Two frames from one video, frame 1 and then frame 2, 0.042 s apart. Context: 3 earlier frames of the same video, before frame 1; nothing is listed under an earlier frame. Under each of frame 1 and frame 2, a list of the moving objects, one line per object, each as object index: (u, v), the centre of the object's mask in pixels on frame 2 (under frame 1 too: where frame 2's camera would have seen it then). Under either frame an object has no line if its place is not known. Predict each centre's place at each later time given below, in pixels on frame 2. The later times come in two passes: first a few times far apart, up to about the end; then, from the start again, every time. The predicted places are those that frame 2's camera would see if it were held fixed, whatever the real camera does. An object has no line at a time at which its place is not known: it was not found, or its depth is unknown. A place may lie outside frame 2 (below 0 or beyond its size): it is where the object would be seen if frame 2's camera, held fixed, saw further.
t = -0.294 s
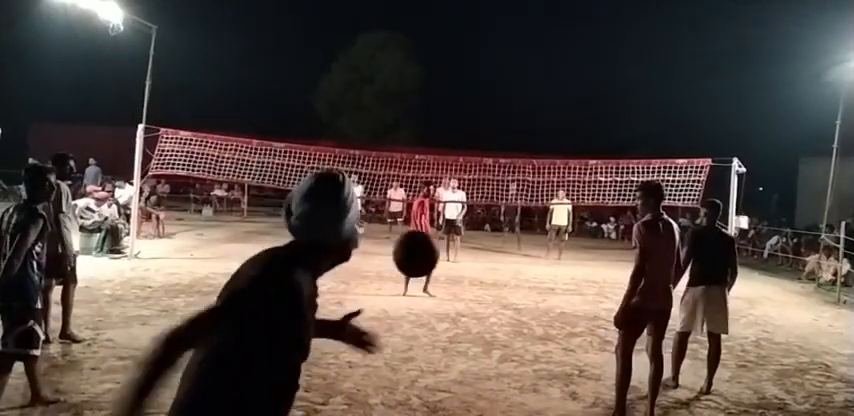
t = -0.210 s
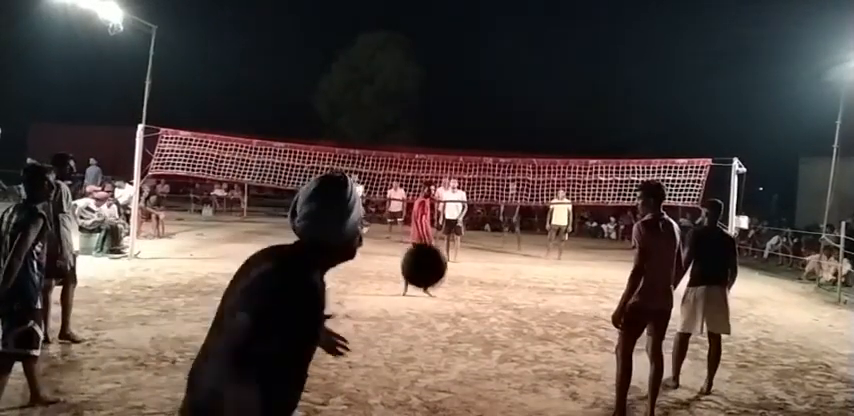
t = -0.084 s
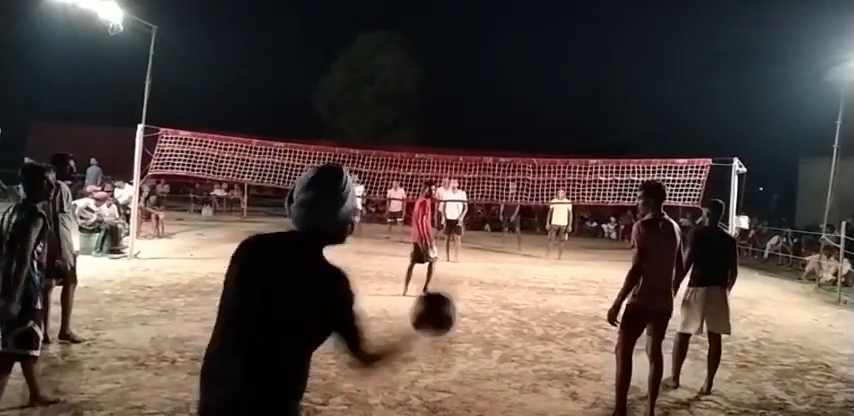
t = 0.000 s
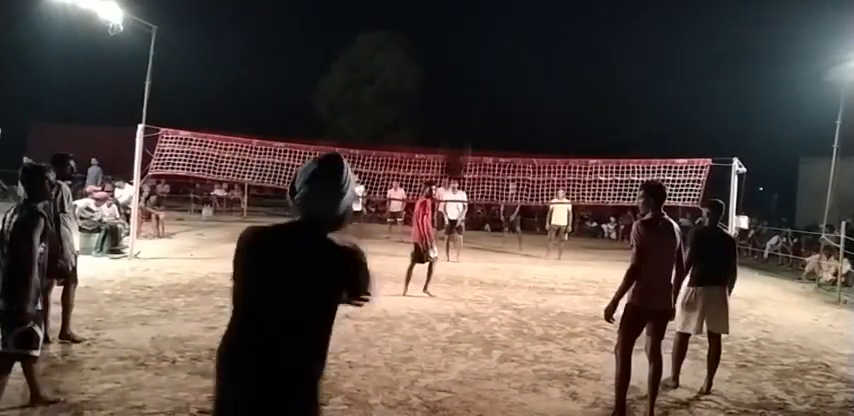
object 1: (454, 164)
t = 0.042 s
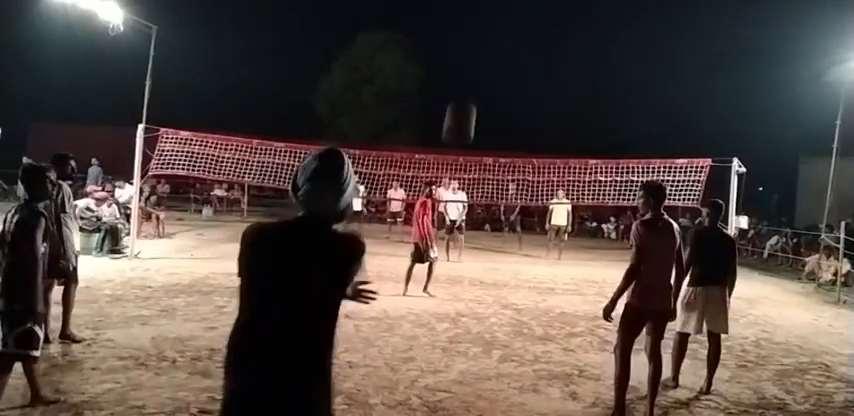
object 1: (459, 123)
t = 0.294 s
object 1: (481, 18)
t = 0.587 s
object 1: (490, 28)
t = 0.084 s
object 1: (465, 90)
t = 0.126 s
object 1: (469, 65)
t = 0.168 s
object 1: (473, 46)
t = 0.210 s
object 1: (476, 33)
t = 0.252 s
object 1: (478, 24)
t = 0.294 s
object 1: (481, 18)
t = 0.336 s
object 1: (483, 14)
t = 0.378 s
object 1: (485, 13)
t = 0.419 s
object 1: (486, 13)
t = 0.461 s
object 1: (488, 16)
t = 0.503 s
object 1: (488, 19)
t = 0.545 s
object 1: (490, 23)
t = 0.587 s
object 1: (490, 28)
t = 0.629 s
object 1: (491, 34)
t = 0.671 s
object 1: (492, 41)
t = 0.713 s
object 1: (493, 48)
